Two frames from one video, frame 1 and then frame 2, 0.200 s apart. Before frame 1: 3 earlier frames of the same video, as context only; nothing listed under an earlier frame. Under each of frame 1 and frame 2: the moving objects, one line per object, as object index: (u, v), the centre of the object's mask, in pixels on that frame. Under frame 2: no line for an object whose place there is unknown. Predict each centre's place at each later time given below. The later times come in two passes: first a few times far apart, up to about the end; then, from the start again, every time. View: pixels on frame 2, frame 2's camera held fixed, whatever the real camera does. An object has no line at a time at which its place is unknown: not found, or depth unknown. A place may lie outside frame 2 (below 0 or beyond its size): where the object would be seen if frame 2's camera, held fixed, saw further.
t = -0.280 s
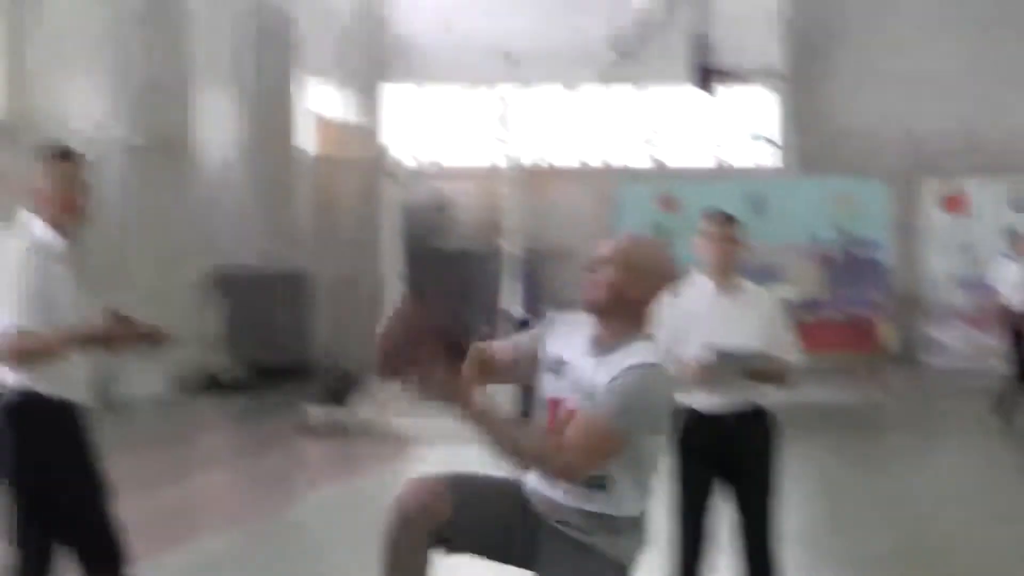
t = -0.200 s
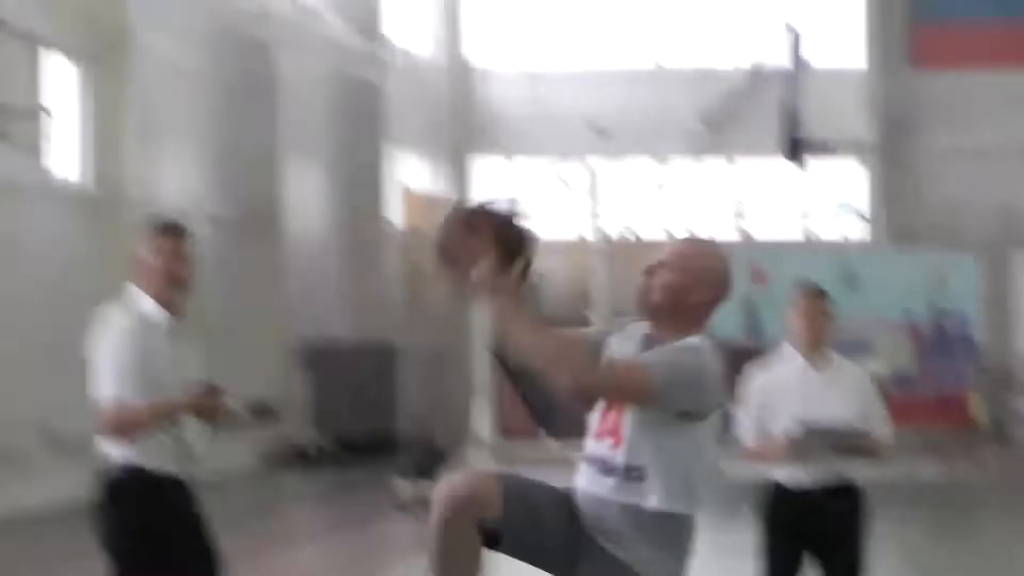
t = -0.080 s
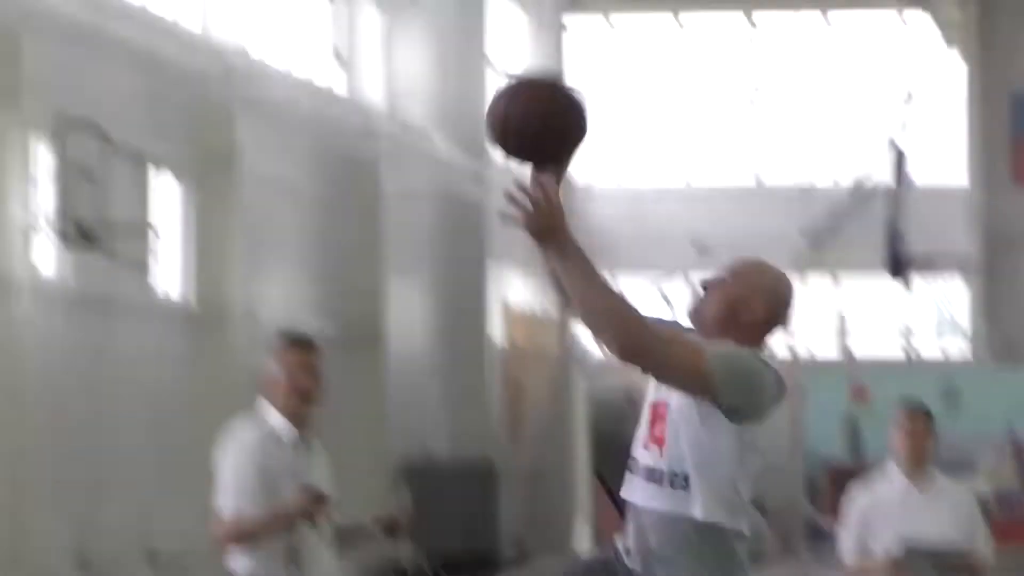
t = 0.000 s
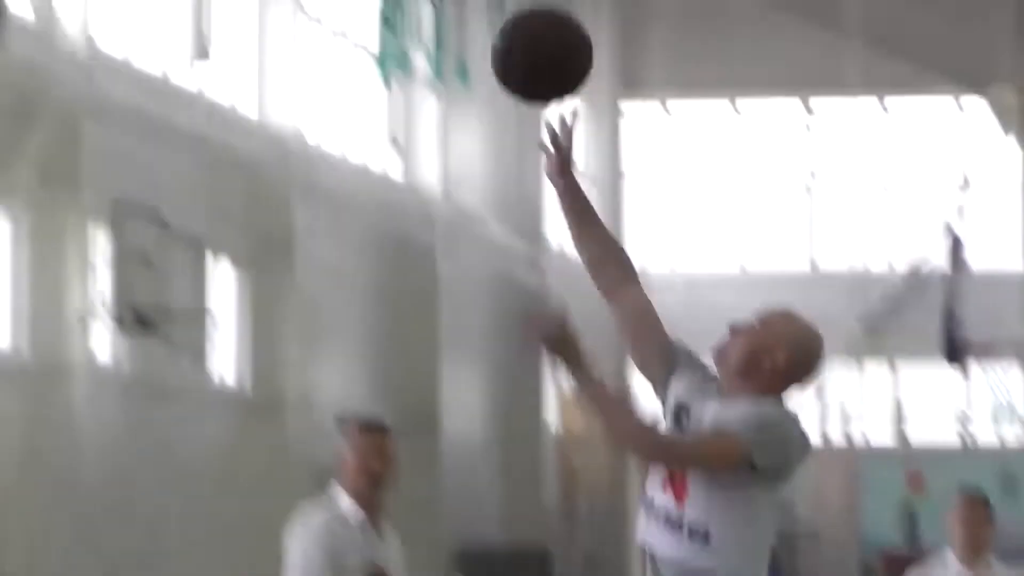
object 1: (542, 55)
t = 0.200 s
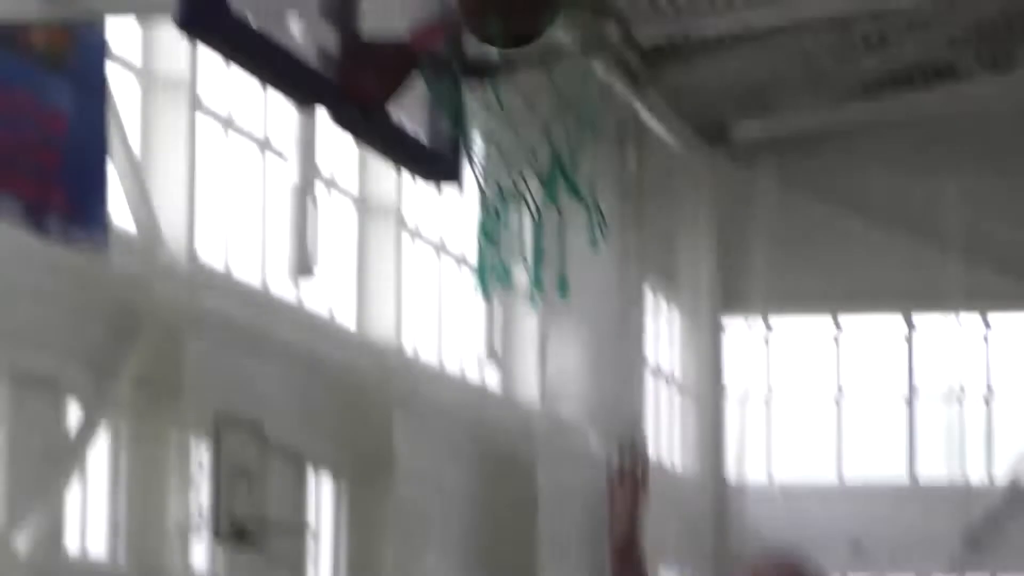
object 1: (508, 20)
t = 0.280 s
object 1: (456, -49)
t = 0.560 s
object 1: (520, 2)
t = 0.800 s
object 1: (502, 15)
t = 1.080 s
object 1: (572, 166)
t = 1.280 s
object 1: (559, 322)
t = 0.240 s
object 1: (482, -16)
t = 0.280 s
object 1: (456, -49)
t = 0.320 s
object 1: (463, -72)
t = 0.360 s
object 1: (473, -82)
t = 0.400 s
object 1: (484, -79)
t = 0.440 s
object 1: (493, -70)
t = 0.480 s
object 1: (508, -45)
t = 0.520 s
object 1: (513, -26)
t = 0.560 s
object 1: (520, 2)
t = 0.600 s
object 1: (516, -14)
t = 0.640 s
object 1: (514, -23)
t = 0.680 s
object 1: (511, -24)
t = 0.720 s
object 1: (508, -20)
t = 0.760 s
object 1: (505, -6)
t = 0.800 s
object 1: (502, 15)
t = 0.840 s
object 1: (513, 26)
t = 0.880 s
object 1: (528, 45)
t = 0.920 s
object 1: (545, 72)
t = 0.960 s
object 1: (558, 102)
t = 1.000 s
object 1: (570, 135)
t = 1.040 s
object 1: (573, 153)
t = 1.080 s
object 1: (572, 166)
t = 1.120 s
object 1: (569, 190)
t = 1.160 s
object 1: (567, 217)
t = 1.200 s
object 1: (565, 253)
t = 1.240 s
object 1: (560, 296)
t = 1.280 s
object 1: (559, 322)
